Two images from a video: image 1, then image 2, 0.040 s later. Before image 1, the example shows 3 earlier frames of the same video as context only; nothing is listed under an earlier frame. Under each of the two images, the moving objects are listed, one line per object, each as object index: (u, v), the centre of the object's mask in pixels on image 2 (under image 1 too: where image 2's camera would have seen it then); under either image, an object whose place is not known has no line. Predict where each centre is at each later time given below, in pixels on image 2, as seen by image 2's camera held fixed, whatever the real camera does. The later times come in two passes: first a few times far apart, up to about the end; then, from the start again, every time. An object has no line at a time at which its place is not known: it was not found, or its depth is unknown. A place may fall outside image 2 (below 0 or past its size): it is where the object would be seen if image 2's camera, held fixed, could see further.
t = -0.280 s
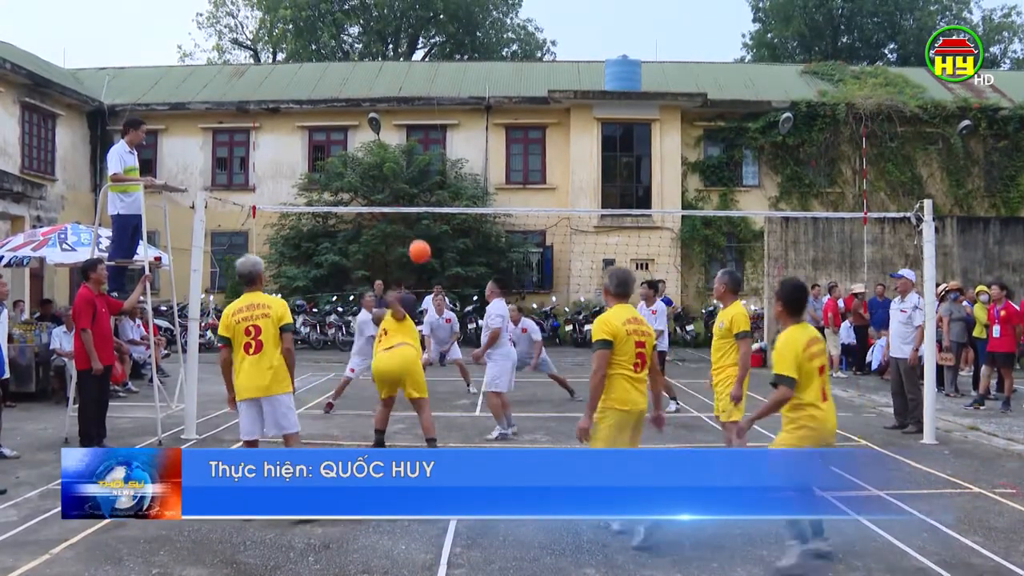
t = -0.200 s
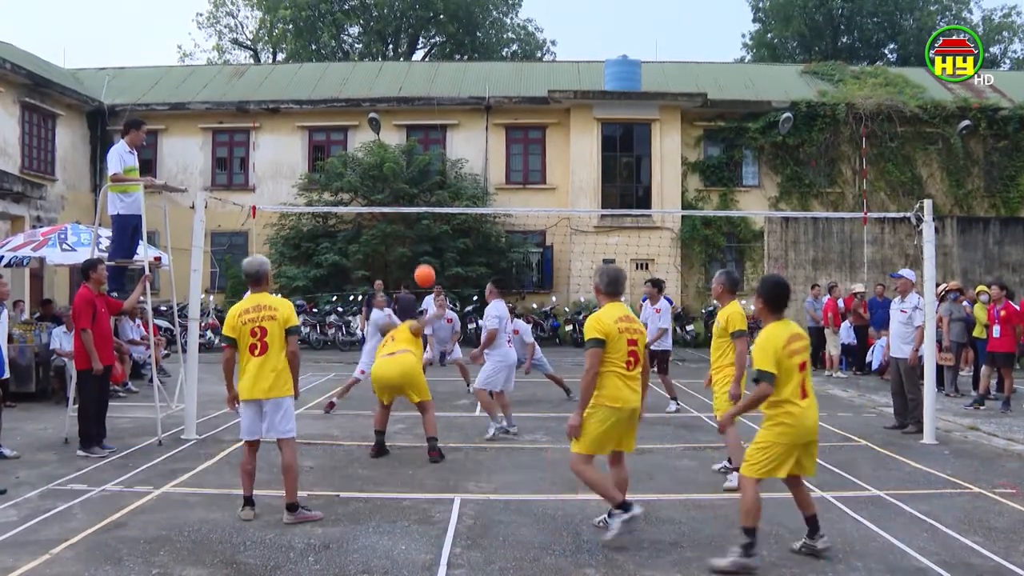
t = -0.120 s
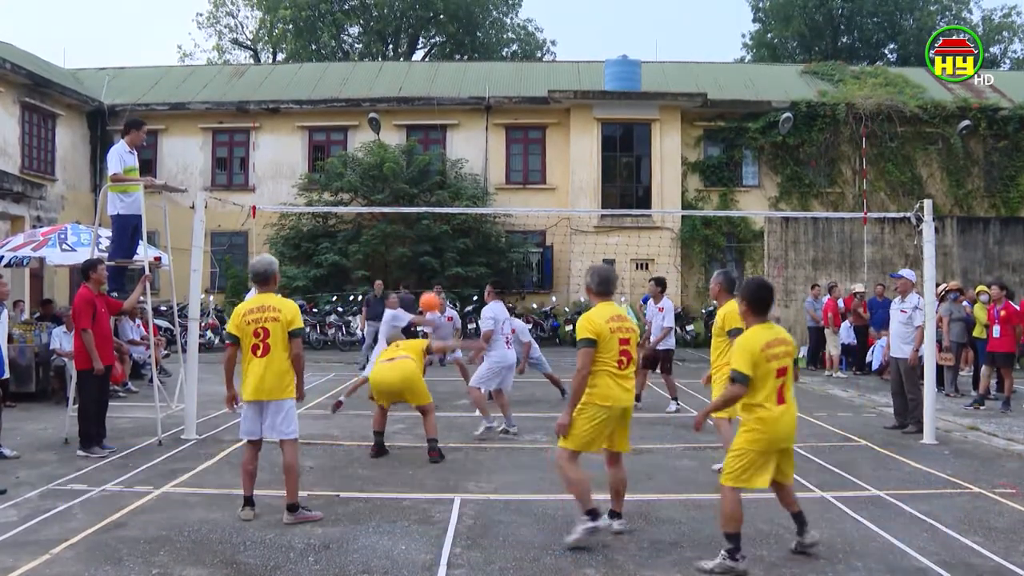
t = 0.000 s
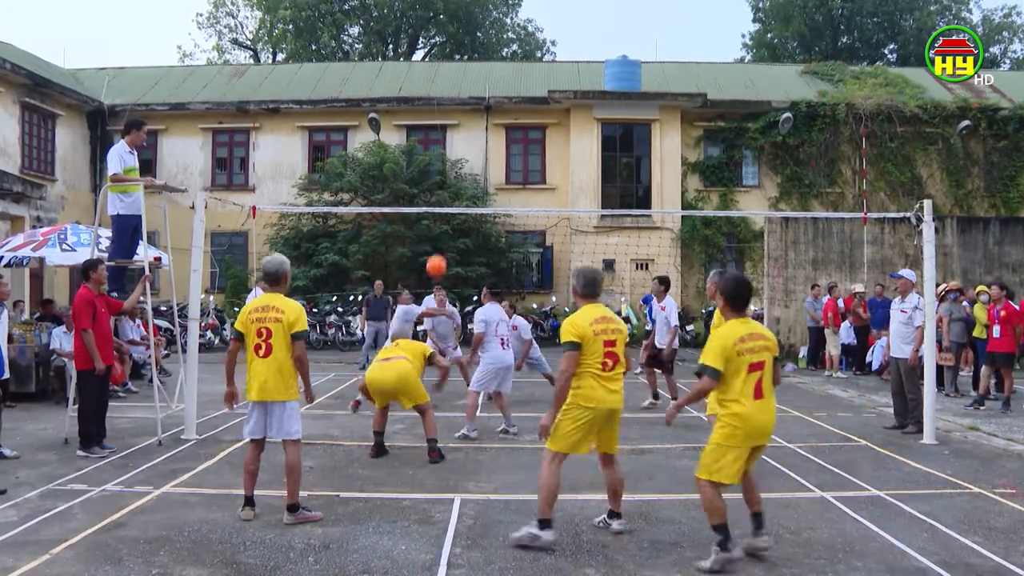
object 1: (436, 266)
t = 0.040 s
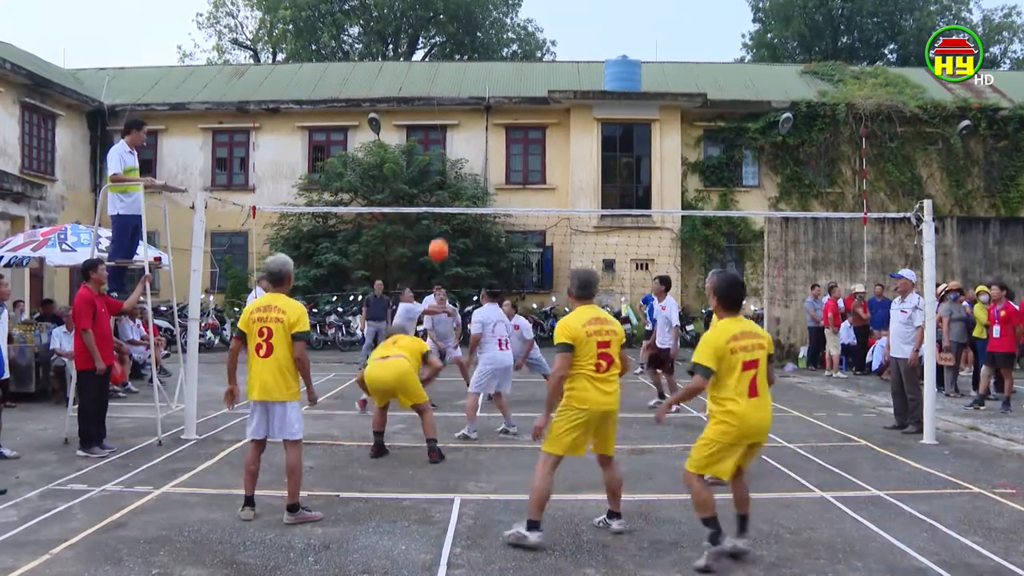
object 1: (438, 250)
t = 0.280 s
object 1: (450, 178)
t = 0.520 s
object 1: (462, 153)
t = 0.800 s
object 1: (473, 178)
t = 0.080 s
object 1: (440, 234)
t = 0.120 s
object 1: (442, 221)
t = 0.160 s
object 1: (443, 207)
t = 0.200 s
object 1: (446, 196)
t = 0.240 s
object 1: (448, 187)
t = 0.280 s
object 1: (450, 178)
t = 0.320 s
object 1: (452, 171)
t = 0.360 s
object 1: (454, 165)
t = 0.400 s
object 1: (456, 160)
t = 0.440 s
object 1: (458, 157)
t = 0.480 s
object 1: (459, 154)
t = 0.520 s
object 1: (462, 153)
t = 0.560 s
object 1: (463, 153)
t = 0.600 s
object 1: (465, 154)
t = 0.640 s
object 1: (467, 157)
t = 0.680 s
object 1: (469, 160)
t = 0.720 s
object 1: (470, 165)
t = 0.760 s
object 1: (472, 172)
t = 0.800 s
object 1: (473, 178)
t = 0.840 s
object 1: (476, 186)
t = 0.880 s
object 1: (477, 195)
